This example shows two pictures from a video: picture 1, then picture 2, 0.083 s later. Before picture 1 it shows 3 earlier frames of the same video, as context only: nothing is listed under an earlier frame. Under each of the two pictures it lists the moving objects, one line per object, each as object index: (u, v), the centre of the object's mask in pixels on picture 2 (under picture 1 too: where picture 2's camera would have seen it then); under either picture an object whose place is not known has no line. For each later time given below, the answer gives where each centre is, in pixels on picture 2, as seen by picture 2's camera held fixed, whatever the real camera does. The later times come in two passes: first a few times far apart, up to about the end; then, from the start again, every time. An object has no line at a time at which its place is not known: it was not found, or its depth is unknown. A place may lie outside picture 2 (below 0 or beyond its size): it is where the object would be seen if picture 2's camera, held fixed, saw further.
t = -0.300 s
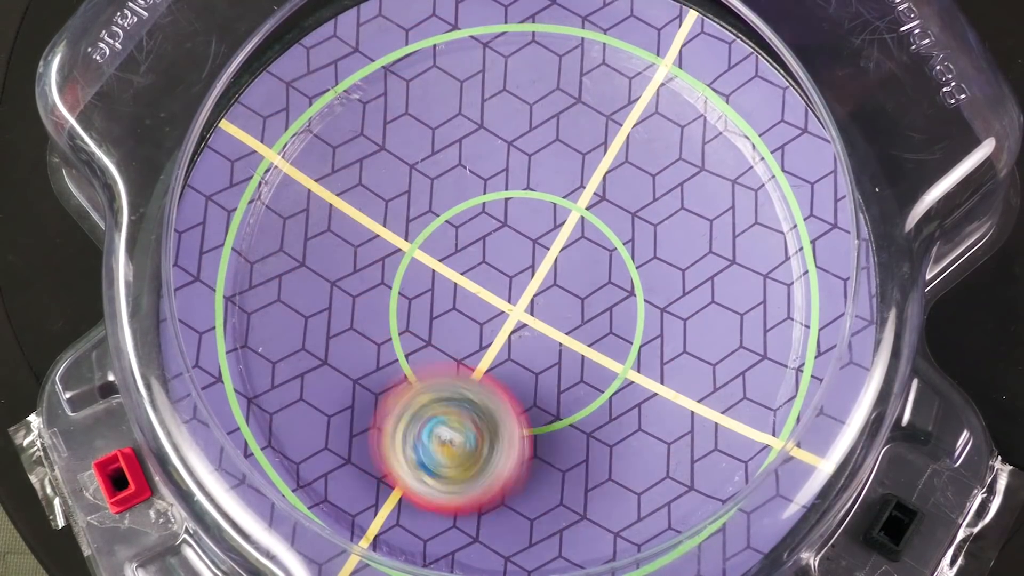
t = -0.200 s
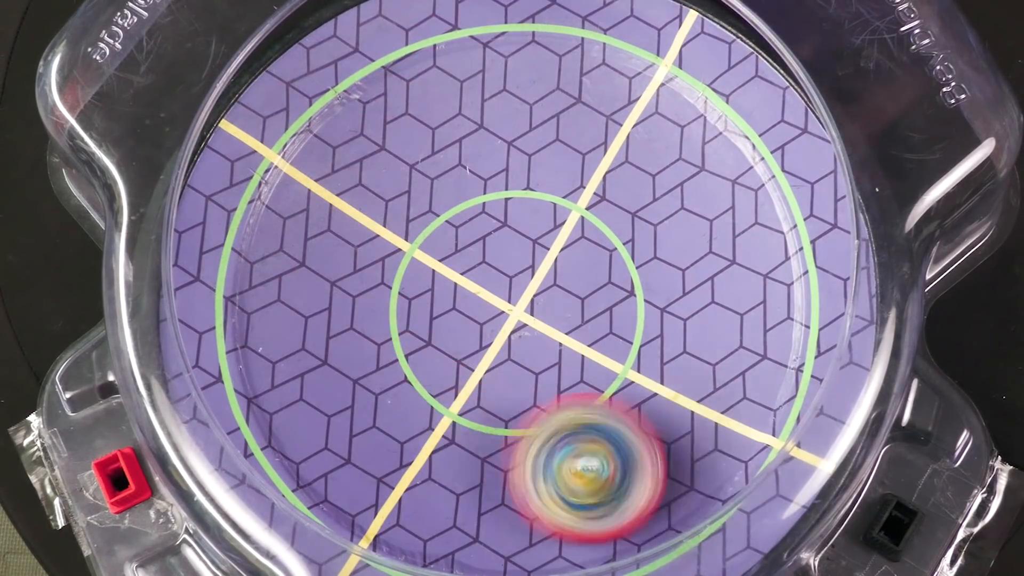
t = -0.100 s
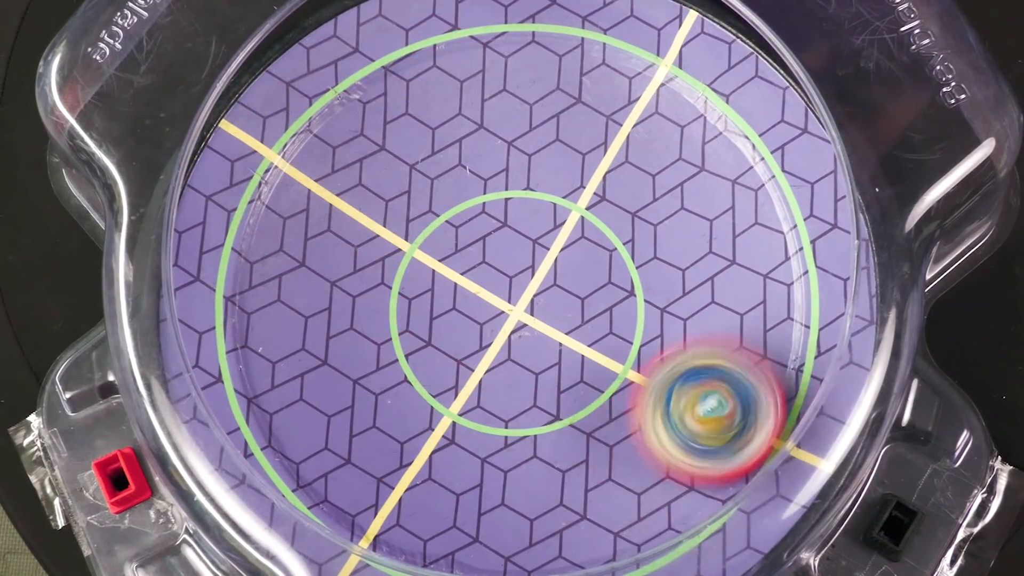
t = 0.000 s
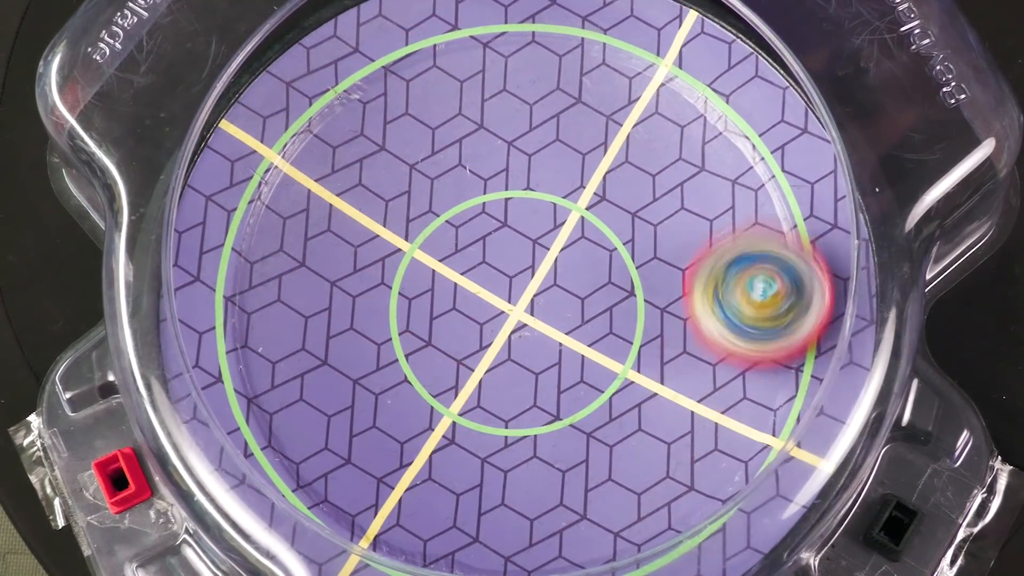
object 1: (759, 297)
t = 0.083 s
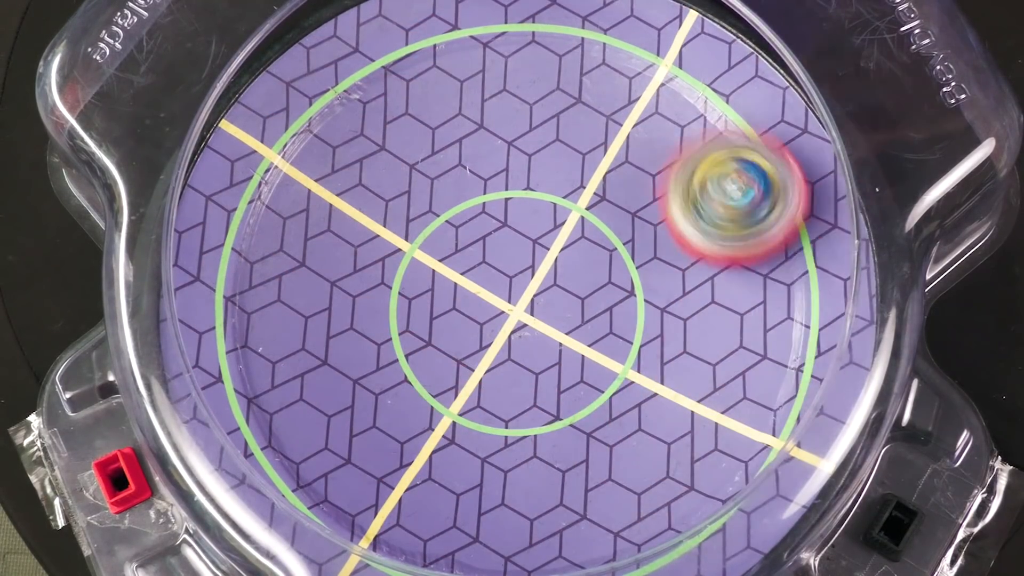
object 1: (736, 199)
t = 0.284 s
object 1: (506, 118)
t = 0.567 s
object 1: (361, 406)
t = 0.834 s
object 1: (659, 429)
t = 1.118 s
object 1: (581, 142)
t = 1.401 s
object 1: (305, 272)
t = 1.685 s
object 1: (544, 442)
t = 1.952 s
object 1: (649, 181)
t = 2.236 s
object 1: (379, 134)
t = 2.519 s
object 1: (457, 400)
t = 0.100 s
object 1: (722, 182)
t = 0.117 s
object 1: (708, 166)
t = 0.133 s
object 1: (694, 152)
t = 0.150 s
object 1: (675, 140)
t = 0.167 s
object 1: (656, 129)
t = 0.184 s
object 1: (637, 121)
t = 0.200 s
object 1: (616, 116)
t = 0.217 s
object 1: (594, 111)
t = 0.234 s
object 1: (572, 110)
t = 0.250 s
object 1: (550, 110)
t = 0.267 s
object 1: (528, 114)
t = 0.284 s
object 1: (506, 118)
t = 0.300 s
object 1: (484, 125)
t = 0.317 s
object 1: (463, 133)
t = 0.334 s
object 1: (444, 144)
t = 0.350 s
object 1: (425, 156)
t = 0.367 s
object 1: (409, 169)
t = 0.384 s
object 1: (393, 186)
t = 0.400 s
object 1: (379, 203)
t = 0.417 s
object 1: (367, 221)
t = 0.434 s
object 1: (357, 240)
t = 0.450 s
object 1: (349, 261)
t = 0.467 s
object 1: (342, 283)
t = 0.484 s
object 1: (339, 304)
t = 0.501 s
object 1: (339, 323)
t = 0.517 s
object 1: (340, 345)
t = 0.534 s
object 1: (345, 366)
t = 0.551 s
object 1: (352, 387)
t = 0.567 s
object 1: (361, 406)
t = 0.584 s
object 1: (372, 423)
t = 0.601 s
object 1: (386, 440)
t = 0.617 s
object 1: (402, 455)
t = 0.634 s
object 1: (419, 468)
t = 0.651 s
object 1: (439, 477)
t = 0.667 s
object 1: (460, 485)
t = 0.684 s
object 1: (481, 491)
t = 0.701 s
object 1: (504, 493)
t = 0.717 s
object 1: (526, 493)
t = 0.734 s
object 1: (547, 491)
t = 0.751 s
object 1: (570, 486)
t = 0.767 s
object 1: (591, 479)
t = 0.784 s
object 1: (610, 470)
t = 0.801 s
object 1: (629, 459)
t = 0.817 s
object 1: (644, 444)
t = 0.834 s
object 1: (659, 429)
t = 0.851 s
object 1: (673, 411)
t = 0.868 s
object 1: (683, 394)
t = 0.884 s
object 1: (691, 374)
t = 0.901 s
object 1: (696, 355)
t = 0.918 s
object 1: (699, 334)
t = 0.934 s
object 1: (701, 316)
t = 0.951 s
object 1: (699, 294)
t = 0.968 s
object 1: (695, 276)
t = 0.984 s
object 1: (690, 255)
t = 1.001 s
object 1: (681, 237)
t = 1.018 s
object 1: (672, 219)
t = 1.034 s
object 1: (662, 204)
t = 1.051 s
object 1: (647, 189)
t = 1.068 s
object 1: (632, 176)
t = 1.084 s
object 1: (617, 163)
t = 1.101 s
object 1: (600, 152)
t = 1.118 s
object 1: (581, 142)
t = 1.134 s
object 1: (561, 135)
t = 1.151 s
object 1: (541, 129)
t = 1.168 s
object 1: (523, 126)
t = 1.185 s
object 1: (501, 125)
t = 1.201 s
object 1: (480, 125)
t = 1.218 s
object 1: (459, 128)
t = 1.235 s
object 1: (439, 133)
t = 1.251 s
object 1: (419, 139)
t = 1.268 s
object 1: (401, 148)
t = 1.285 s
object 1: (384, 157)
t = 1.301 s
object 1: (367, 170)
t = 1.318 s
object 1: (352, 182)
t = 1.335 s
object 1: (339, 198)
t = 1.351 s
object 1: (328, 214)
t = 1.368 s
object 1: (318, 232)
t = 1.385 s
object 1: (311, 251)
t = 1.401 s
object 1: (305, 272)
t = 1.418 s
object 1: (304, 290)
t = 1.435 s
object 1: (304, 310)
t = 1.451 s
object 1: (307, 330)
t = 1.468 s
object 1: (313, 349)
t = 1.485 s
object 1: (321, 367)
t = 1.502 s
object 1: (333, 385)
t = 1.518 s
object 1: (347, 400)
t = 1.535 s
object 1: (360, 414)
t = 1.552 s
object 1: (379, 427)
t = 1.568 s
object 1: (397, 437)
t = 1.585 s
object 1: (418, 445)
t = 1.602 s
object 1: (439, 450)
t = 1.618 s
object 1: (461, 453)
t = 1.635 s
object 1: (483, 454)
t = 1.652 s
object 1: (507, 452)
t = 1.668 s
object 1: (526, 447)
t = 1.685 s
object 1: (544, 442)
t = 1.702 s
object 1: (565, 432)
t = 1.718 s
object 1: (581, 423)
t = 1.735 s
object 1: (600, 410)
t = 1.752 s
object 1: (615, 395)
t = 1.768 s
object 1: (629, 380)
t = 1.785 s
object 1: (641, 363)
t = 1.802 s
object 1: (650, 346)
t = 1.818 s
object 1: (657, 328)
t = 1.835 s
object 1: (663, 308)
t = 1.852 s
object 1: (667, 289)
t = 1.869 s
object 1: (669, 270)
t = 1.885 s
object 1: (668, 250)
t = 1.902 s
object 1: (666, 232)
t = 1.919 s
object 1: (662, 214)
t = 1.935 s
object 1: (656, 198)
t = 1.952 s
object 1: (649, 181)
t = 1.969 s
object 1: (638, 164)
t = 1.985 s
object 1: (627, 150)
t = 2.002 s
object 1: (615, 136)
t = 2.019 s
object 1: (600, 123)
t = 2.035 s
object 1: (586, 112)
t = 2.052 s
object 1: (569, 103)
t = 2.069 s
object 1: (553, 97)
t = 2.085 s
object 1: (534, 92)
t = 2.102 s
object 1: (516, 90)
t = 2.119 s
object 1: (497, 87)
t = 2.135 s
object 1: (478, 87)
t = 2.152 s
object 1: (459, 91)
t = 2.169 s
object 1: (441, 96)
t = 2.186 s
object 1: (425, 102)
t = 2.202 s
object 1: (409, 111)
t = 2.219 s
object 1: (393, 123)
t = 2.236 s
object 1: (379, 134)
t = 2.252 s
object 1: (367, 147)
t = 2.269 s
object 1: (357, 164)
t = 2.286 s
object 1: (347, 180)
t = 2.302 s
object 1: (340, 200)
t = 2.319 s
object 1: (336, 218)
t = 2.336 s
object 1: (334, 237)
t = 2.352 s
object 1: (335, 258)
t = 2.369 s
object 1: (338, 277)
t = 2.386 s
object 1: (343, 296)
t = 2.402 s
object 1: (352, 314)
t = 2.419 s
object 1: (361, 332)
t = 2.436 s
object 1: (373, 346)
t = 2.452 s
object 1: (388, 361)
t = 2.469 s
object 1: (401, 372)
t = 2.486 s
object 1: (420, 384)
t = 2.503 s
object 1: (438, 393)
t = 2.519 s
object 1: (457, 400)
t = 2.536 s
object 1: (477, 405)
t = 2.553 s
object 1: (497, 408)
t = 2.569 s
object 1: (519, 410)
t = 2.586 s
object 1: (540, 410)
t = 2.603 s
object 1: (559, 406)
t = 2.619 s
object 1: (579, 400)
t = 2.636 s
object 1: (596, 393)
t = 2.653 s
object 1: (614, 384)
